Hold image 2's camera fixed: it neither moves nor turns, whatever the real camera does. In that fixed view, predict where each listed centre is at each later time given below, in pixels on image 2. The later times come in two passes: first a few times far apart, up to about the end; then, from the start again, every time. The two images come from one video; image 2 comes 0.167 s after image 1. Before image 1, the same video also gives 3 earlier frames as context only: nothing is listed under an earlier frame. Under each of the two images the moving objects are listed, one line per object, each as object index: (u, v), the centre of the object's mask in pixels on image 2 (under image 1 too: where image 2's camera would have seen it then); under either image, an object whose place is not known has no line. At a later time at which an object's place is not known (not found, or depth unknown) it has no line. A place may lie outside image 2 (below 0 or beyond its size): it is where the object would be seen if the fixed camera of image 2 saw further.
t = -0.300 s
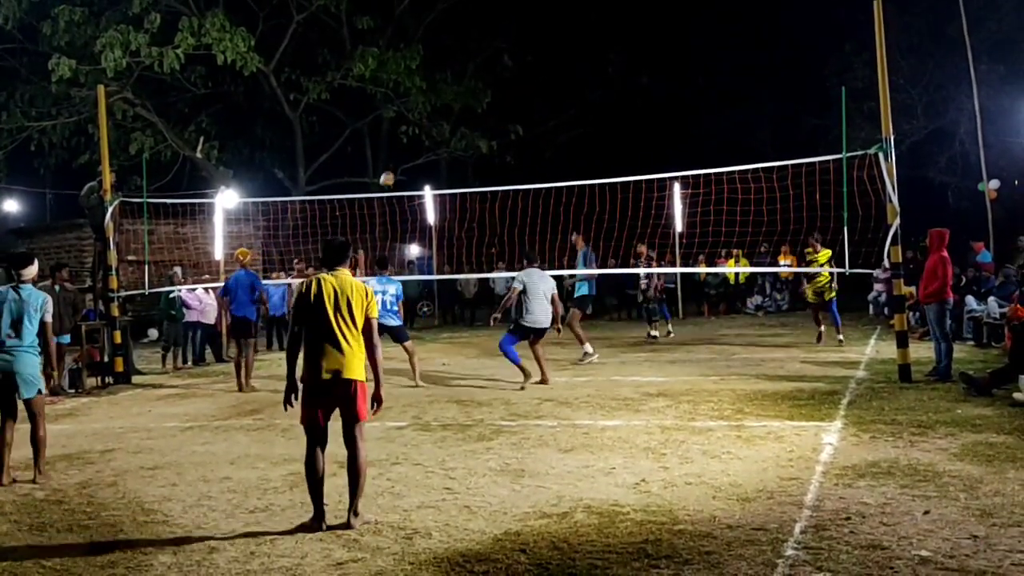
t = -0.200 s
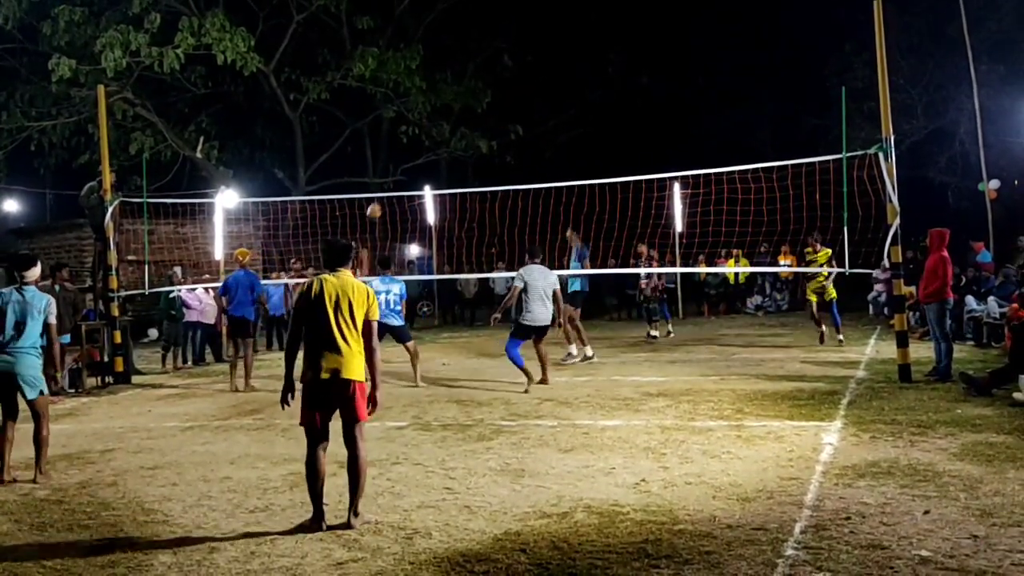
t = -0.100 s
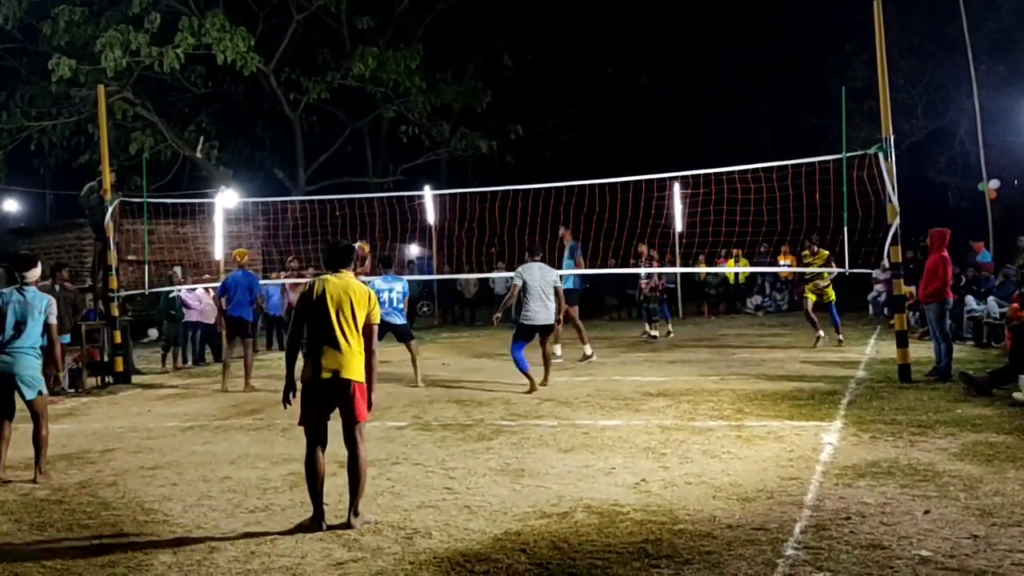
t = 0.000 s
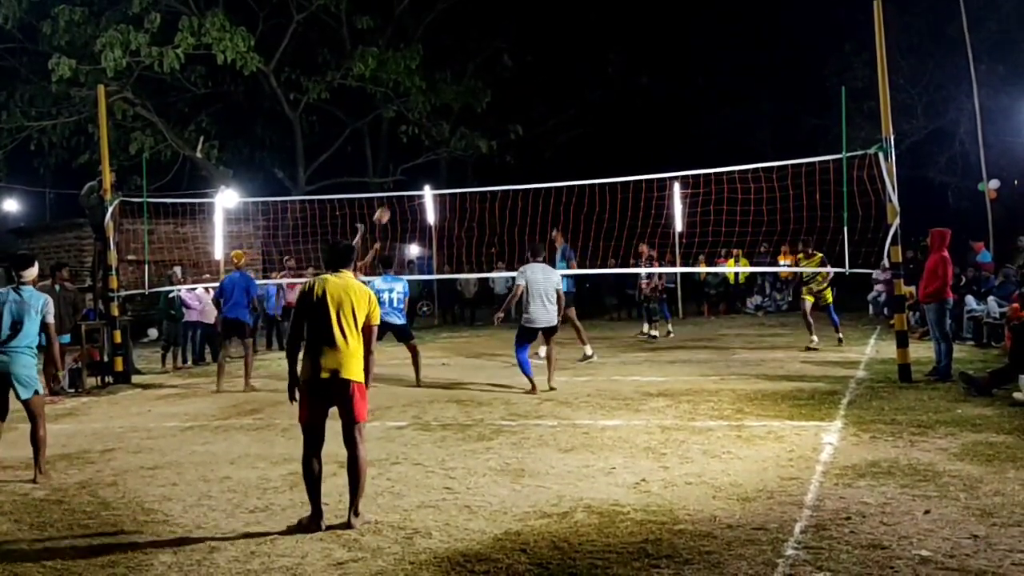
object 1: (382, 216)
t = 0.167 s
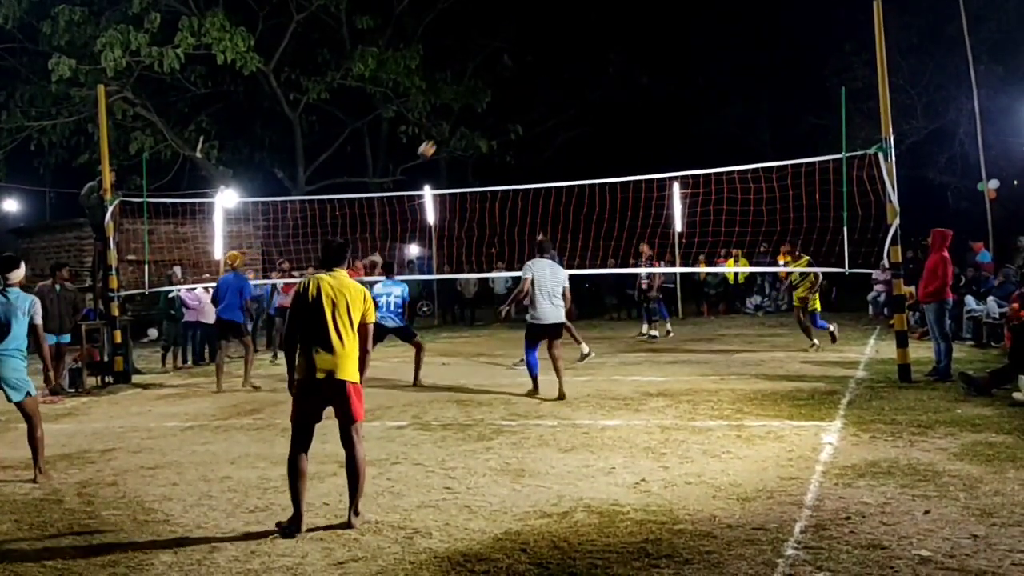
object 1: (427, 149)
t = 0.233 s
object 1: (445, 126)
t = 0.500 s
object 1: (519, 63)
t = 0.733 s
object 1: (587, 46)
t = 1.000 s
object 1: (667, 72)
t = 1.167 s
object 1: (718, 114)
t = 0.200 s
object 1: (436, 137)
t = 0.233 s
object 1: (445, 126)
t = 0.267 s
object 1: (454, 116)
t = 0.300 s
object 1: (463, 106)
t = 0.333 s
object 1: (473, 98)
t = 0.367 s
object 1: (482, 89)
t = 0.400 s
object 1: (491, 82)
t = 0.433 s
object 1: (500, 75)
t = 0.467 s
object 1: (510, 69)
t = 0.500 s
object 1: (519, 63)
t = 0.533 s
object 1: (528, 58)
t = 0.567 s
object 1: (538, 55)
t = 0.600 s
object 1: (548, 51)
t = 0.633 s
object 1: (558, 49)
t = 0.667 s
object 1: (568, 47)
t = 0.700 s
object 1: (577, 46)
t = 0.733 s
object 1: (587, 46)
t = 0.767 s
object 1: (597, 46)
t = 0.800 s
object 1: (607, 48)
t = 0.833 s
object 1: (617, 50)
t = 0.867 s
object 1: (626, 53)
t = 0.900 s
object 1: (637, 56)
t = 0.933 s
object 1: (647, 61)
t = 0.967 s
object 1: (657, 66)
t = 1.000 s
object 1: (667, 72)
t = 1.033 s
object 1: (677, 79)
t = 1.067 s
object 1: (687, 87)
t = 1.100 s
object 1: (698, 95)
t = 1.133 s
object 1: (708, 104)
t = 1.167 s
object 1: (718, 114)
